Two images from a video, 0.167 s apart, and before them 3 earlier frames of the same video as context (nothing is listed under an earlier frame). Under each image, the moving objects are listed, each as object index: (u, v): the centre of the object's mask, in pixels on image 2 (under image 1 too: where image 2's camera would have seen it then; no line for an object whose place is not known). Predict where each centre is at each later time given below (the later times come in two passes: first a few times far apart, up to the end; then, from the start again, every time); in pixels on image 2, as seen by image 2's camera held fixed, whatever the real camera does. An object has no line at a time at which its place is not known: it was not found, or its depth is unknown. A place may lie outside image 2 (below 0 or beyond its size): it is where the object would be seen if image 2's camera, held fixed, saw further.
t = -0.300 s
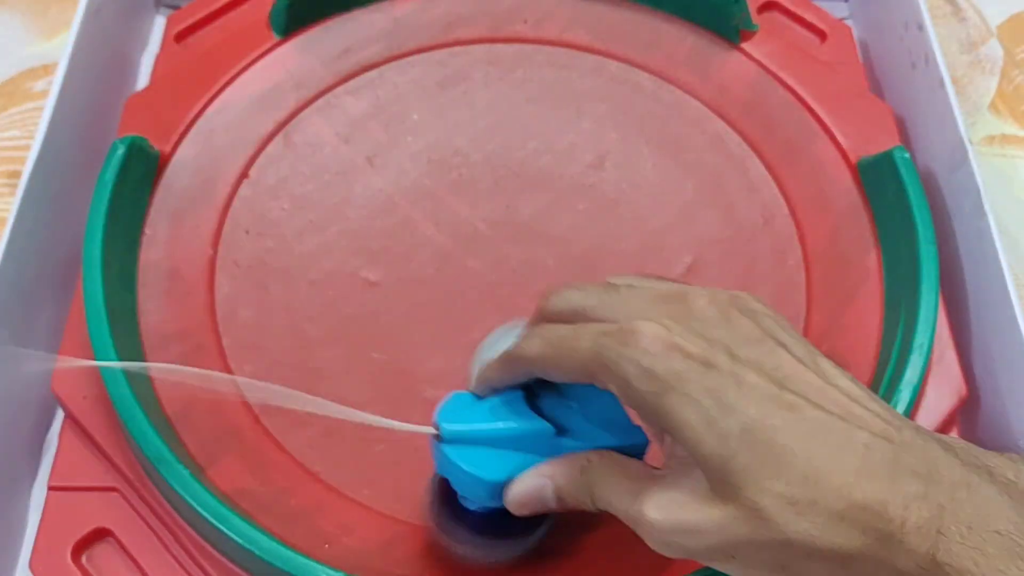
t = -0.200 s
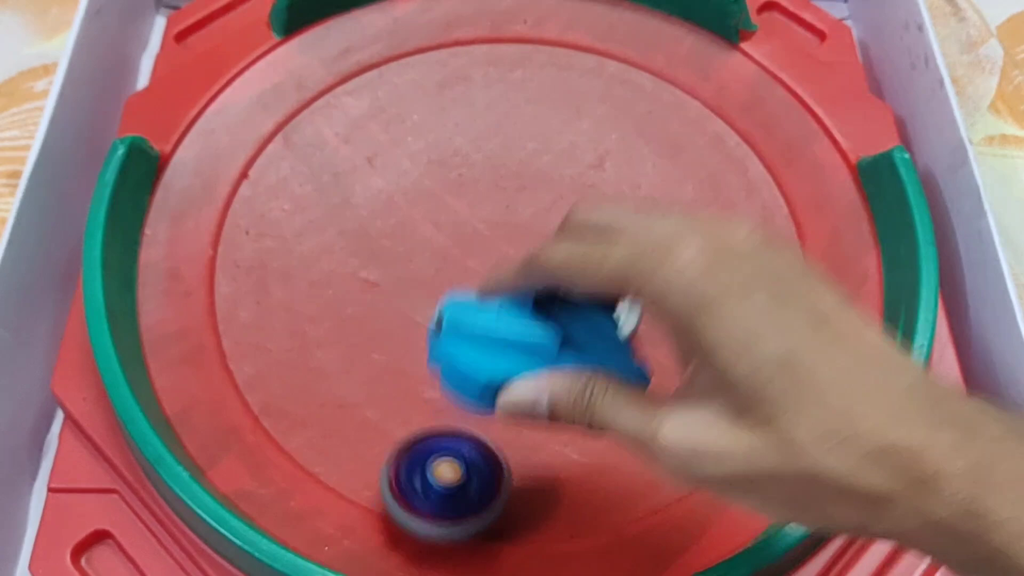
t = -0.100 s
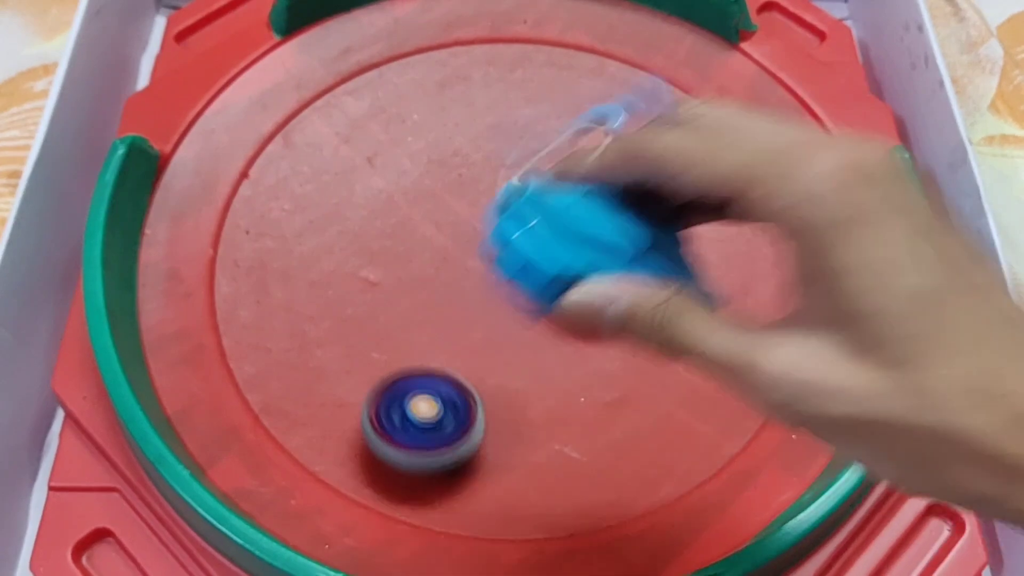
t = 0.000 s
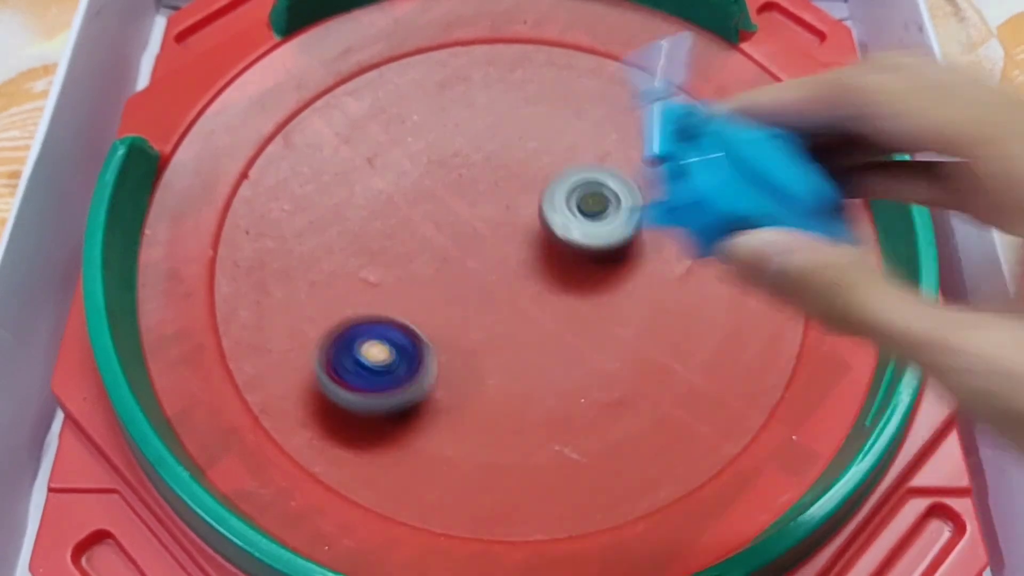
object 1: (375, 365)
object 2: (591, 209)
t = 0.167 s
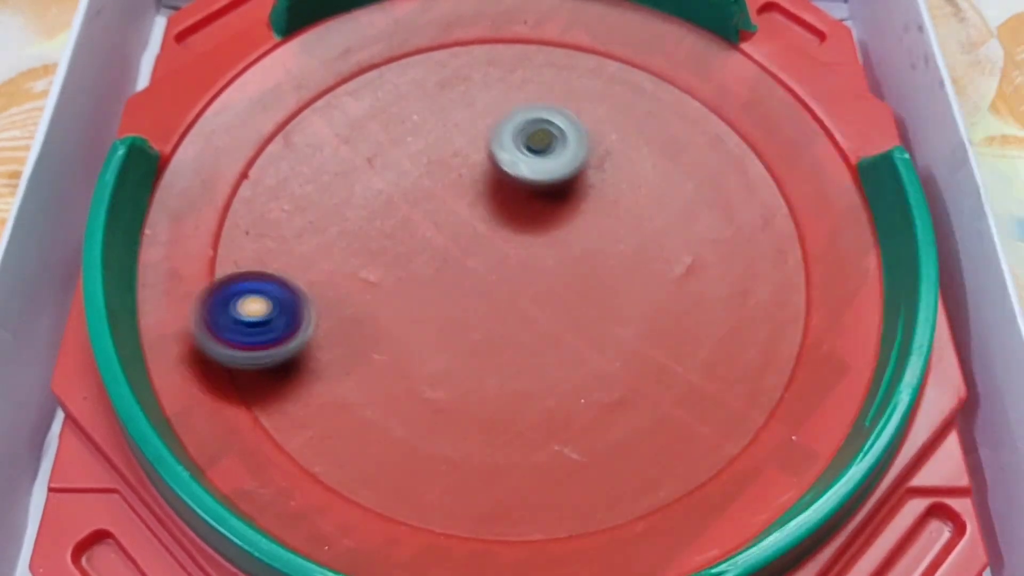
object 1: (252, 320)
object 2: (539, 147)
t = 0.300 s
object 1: (233, 346)
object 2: (472, 122)
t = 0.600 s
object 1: (326, 312)
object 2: (370, 207)
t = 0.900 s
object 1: (349, 375)
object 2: (481, 162)
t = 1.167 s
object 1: (415, 174)
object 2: (516, 124)
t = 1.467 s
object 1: (246, 166)
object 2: (522, 152)
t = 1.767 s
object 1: (446, 254)
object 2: (610, 192)
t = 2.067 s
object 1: (493, 33)
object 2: (666, 174)
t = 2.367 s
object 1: (289, 109)
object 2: (612, 211)
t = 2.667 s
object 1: (559, 246)
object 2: (658, 308)
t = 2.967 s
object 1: (655, 46)
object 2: (740, 287)
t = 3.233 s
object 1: (435, 47)
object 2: (652, 260)
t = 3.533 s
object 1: (339, 45)
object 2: (761, 370)
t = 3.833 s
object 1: (512, 300)
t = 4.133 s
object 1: (792, 310)
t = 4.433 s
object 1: (757, 162)
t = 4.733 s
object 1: (619, 266)
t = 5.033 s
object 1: (781, 369)
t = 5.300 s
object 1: (739, 261)
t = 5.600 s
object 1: (682, 210)
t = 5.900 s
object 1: (542, 375)
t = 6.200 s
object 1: (694, 449)
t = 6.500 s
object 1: (614, 311)
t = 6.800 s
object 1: (409, 361)
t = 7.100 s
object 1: (451, 435)
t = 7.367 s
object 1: (492, 350)
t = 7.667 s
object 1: (416, 253)
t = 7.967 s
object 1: (369, 230)
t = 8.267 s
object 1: (377, 223)
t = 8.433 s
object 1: (401, 208)
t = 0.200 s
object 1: (229, 323)
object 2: (525, 137)
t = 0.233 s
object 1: (220, 326)
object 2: (509, 130)
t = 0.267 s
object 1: (223, 334)
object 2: (490, 125)
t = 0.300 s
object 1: (233, 346)
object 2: (472, 122)
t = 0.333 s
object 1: (253, 359)
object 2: (454, 123)
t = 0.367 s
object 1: (270, 367)
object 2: (436, 126)
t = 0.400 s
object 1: (285, 372)
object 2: (419, 132)
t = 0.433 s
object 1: (297, 373)
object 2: (405, 140)
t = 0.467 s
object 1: (306, 369)
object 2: (392, 151)
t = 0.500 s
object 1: (315, 361)
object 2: (382, 163)
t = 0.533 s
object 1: (322, 349)
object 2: (375, 177)
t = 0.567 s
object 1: (325, 333)
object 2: (370, 192)
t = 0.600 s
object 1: (326, 312)
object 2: (370, 207)
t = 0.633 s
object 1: (310, 309)
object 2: (378, 209)
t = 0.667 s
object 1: (284, 318)
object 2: (404, 193)
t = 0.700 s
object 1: (268, 329)
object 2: (424, 186)
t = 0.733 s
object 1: (259, 341)
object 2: (437, 181)
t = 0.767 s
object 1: (261, 356)
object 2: (446, 177)
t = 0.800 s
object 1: (274, 370)
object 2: (455, 174)
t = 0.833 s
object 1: (294, 379)
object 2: (463, 171)
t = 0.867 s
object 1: (318, 380)
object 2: (472, 166)
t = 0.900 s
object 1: (349, 375)
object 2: (481, 162)
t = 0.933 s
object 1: (377, 361)
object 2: (490, 158)
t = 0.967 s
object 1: (401, 342)
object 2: (497, 152)
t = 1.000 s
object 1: (419, 316)
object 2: (504, 147)
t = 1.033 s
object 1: (430, 288)
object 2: (509, 142)
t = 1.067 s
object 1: (435, 257)
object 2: (513, 137)
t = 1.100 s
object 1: (434, 227)
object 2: (516, 133)
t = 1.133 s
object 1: (427, 199)
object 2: (516, 128)
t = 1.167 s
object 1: (415, 174)
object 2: (516, 124)
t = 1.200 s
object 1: (398, 150)
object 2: (516, 121)
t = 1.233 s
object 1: (378, 130)
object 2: (515, 120)
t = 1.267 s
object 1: (356, 114)
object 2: (515, 121)
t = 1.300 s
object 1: (329, 103)
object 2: (515, 123)
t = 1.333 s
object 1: (303, 98)
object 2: (514, 126)
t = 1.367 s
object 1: (281, 100)
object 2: (514, 132)
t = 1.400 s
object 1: (265, 117)
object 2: (514, 139)
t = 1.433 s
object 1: (253, 137)
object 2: (516, 146)
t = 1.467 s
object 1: (246, 166)
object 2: (522, 152)
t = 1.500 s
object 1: (242, 188)
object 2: (531, 159)
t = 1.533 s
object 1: (243, 210)
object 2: (540, 165)
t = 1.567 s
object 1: (255, 234)
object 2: (549, 170)
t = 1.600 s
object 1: (274, 255)
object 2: (559, 175)
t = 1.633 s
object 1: (305, 271)
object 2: (568, 180)
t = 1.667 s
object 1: (342, 279)
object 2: (578, 184)
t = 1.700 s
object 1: (377, 279)
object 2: (589, 187)
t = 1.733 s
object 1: (414, 270)
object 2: (599, 190)
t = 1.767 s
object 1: (446, 254)
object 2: (610, 192)
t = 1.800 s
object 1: (473, 233)
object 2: (621, 194)
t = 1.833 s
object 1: (495, 209)
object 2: (630, 194)
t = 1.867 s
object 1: (511, 181)
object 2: (639, 194)
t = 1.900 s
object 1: (522, 154)
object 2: (648, 193)
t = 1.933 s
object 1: (526, 125)
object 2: (655, 190)
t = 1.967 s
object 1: (526, 98)
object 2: (661, 186)
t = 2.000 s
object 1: (520, 71)
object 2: (665, 181)
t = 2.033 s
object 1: (508, 48)
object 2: (666, 177)
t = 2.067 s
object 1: (493, 33)
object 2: (666, 174)
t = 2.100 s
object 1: (471, 25)
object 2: (663, 171)
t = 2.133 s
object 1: (449, 23)
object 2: (660, 170)
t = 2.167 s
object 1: (425, 23)
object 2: (652, 169)
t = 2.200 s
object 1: (399, 24)
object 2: (644, 171)
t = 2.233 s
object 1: (371, 28)
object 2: (635, 175)
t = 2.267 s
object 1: (345, 36)
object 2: (627, 182)
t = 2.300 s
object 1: (323, 49)
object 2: (620, 191)
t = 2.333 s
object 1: (303, 77)
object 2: (616, 200)
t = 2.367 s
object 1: (289, 109)
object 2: (612, 211)
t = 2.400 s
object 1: (289, 145)
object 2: (611, 223)
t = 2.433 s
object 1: (304, 180)
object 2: (610, 233)
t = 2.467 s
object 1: (330, 211)
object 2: (610, 245)
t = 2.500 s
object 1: (363, 238)
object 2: (612, 255)
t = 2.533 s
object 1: (407, 257)
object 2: (614, 266)
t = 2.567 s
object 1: (454, 268)
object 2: (618, 276)
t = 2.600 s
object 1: (498, 270)
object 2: (623, 285)
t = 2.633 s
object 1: (531, 261)
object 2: (642, 299)
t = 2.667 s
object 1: (559, 246)
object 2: (658, 308)
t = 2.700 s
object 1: (588, 228)
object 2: (670, 312)
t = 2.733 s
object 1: (614, 207)
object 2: (684, 314)
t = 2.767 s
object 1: (637, 185)
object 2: (696, 316)
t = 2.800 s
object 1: (654, 160)
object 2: (707, 316)
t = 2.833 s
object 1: (664, 136)
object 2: (718, 314)
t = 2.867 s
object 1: (670, 113)
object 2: (727, 310)
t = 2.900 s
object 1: (670, 90)
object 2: (734, 305)
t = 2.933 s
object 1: (667, 66)
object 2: (738, 296)
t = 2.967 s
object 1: (655, 46)
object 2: (740, 287)
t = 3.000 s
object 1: (636, 35)
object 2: (738, 279)
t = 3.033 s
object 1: (612, 28)
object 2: (731, 271)
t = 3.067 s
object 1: (587, 24)
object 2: (721, 264)
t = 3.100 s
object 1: (558, 20)
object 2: (710, 260)
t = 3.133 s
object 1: (527, 21)
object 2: (696, 258)
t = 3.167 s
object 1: (494, 24)
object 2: (681, 257)
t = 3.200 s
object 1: (462, 31)
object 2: (667, 258)
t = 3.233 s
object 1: (435, 47)
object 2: (652, 260)
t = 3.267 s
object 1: (416, 72)
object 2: (636, 264)
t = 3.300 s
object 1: (406, 104)
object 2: (622, 269)
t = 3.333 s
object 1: (406, 138)
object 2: (608, 275)
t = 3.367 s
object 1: (417, 173)
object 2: (593, 281)
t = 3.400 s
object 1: (435, 204)
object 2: (581, 287)
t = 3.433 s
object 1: (462, 232)
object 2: (567, 295)
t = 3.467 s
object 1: (441, 195)
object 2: (654, 397)
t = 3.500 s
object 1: (390, 122)
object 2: (750, 456)
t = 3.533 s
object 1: (339, 45)
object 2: (761, 370)
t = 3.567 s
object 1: (342, 42)
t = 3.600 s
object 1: (351, 48)
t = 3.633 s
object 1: (364, 75)
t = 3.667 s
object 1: (379, 126)
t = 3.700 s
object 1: (401, 171)
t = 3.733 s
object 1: (423, 207)
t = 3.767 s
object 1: (450, 242)
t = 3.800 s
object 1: (479, 274)
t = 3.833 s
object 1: (512, 300)
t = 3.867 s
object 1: (550, 322)
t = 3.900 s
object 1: (588, 338)
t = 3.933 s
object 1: (624, 348)
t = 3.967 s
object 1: (660, 354)
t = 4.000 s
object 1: (694, 354)
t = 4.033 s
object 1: (726, 348)
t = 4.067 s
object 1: (750, 338)
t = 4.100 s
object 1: (772, 326)
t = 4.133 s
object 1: (792, 310)
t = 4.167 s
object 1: (808, 291)
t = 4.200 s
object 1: (812, 269)
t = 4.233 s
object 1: (809, 249)
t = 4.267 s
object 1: (797, 230)
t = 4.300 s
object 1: (785, 211)
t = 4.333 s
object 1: (777, 195)
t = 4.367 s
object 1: (770, 182)
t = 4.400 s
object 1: (765, 171)
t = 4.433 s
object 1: (757, 162)
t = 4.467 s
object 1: (745, 156)
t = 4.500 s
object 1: (725, 153)
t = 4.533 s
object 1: (704, 154)
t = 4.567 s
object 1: (679, 163)
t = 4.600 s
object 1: (659, 176)
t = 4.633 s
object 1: (642, 194)
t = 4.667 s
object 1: (628, 217)
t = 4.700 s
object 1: (620, 241)
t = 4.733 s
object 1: (619, 266)
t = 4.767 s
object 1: (622, 292)
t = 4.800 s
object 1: (629, 317)
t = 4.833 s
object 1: (644, 341)
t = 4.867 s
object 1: (661, 359)
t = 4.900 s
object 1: (683, 375)
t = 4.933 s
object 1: (710, 386)
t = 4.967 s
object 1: (734, 388)
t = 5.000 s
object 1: (762, 385)
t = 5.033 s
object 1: (781, 369)
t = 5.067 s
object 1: (785, 349)
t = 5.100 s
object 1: (776, 325)
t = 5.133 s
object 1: (771, 304)
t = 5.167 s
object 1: (761, 285)
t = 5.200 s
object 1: (746, 273)
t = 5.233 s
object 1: (723, 266)
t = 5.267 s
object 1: (697, 264)
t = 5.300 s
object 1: (739, 261)
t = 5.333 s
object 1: (778, 256)
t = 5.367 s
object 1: (805, 249)
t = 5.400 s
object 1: (805, 239)
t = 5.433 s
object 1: (796, 235)
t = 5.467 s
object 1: (779, 225)
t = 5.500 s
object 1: (757, 215)
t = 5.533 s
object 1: (733, 210)
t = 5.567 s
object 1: (711, 207)
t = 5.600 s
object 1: (682, 210)
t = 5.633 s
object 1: (657, 216)
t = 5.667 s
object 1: (630, 228)
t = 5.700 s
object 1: (607, 243)
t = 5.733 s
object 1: (586, 262)
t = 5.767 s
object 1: (571, 282)
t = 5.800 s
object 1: (559, 305)
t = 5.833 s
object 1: (550, 328)
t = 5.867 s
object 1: (544, 352)
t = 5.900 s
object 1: (542, 375)
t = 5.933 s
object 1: (546, 399)
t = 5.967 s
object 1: (555, 419)
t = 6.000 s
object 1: (572, 439)
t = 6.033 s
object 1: (591, 453)
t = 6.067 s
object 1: (614, 463)
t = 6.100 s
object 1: (638, 466)
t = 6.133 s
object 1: (660, 464)
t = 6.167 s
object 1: (680, 458)
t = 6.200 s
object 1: (694, 449)
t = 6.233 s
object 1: (704, 436)
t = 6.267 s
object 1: (709, 421)
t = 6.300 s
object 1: (711, 402)
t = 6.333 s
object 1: (707, 382)
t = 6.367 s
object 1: (698, 363)
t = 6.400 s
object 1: (682, 346)
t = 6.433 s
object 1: (662, 331)
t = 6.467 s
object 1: (638, 319)
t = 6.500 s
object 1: (614, 311)
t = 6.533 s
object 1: (589, 308)
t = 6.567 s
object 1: (561, 306)
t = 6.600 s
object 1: (535, 308)
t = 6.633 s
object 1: (508, 313)
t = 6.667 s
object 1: (484, 318)
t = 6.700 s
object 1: (462, 326)
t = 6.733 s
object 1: (441, 335)
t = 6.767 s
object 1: (422, 348)
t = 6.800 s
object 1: (409, 361)
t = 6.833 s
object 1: (401, 376)
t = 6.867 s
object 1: (398, 389)
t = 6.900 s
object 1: (397, 402)
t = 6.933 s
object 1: (399, 413)
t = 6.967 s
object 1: (406, 423)
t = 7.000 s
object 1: (416, 430)
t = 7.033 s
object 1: (427, 434)
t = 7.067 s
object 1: (438, 435)
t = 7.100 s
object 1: (451, 435)
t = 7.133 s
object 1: (464, 431)
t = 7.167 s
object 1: (472, 424)
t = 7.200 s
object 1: (479, 416)
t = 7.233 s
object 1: (486, 405)
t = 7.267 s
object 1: (493, 392)
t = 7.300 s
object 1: (496, 379)
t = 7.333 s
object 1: (496, 363)
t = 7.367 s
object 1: (492, 350)
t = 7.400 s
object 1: (486, 335)
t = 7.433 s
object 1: (479, 321)
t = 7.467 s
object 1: (473, 309)
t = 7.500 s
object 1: (465, 297)
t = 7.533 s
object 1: (456, 285)
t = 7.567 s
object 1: (445, 275)
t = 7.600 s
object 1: (435, 266)
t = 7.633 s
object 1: (426, 259)
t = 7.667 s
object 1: (416, 253)
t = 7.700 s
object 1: (407, 248)
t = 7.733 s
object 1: (398, 243)
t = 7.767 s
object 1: (391, 239)
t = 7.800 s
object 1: (386, 236)
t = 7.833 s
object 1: (382, 234)
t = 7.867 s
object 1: (378, 233)
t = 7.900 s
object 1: (374, 232)
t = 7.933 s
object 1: (371, 231)
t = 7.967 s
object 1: (369, 230)
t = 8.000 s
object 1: (367, 230)
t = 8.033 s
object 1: (365, 230)
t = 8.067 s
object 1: (365, 230)
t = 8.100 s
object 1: (365, 229)
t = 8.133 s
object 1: (366, 229)
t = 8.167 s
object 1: (367, 228)
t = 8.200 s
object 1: (370, 226)
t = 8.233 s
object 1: (374, 225)
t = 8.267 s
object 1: (377, 223)
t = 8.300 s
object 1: (381, 220)
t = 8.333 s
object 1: (385, 218)
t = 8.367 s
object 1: (389, 215)
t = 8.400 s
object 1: (395, 212)
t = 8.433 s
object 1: (401, 208)
